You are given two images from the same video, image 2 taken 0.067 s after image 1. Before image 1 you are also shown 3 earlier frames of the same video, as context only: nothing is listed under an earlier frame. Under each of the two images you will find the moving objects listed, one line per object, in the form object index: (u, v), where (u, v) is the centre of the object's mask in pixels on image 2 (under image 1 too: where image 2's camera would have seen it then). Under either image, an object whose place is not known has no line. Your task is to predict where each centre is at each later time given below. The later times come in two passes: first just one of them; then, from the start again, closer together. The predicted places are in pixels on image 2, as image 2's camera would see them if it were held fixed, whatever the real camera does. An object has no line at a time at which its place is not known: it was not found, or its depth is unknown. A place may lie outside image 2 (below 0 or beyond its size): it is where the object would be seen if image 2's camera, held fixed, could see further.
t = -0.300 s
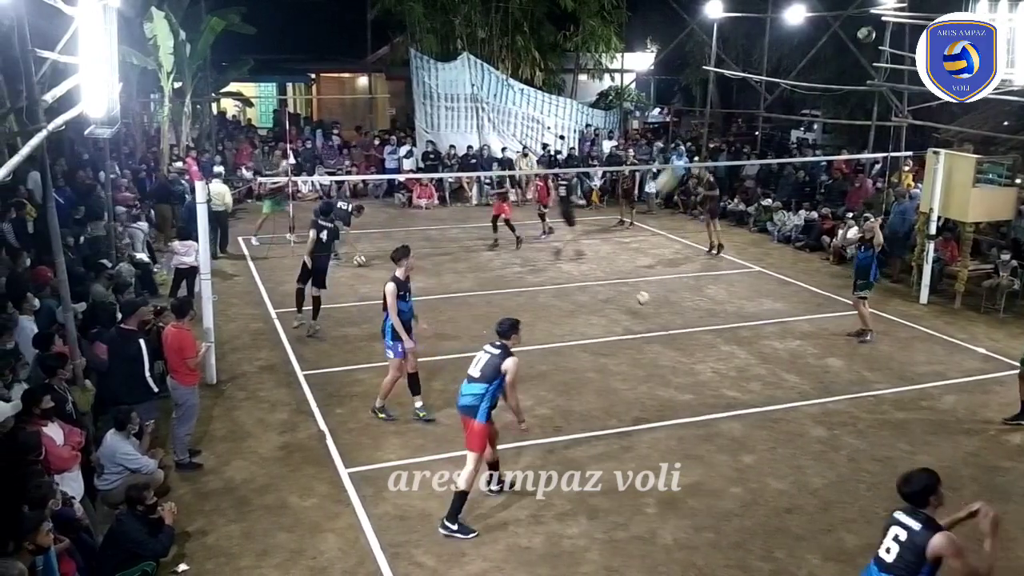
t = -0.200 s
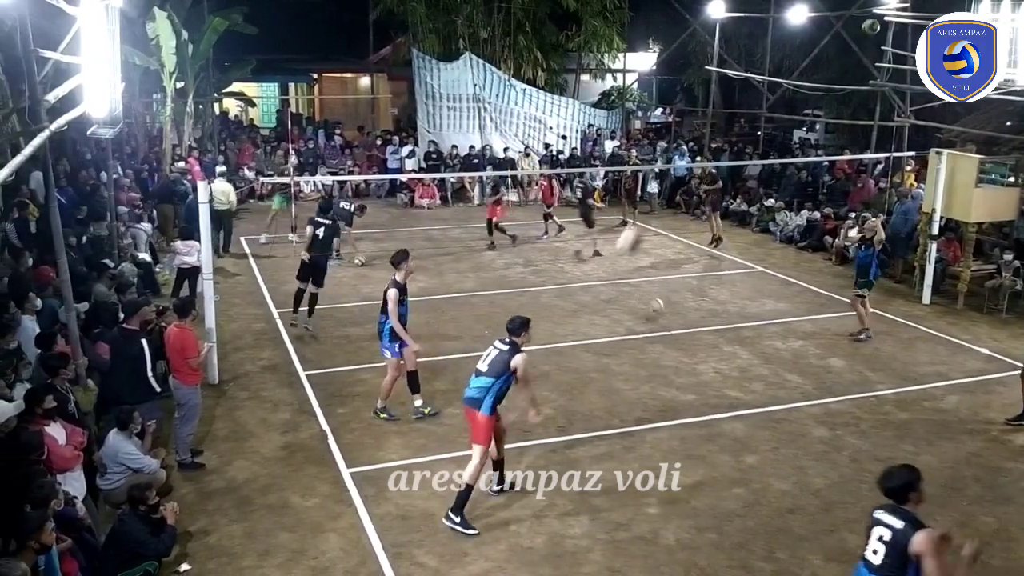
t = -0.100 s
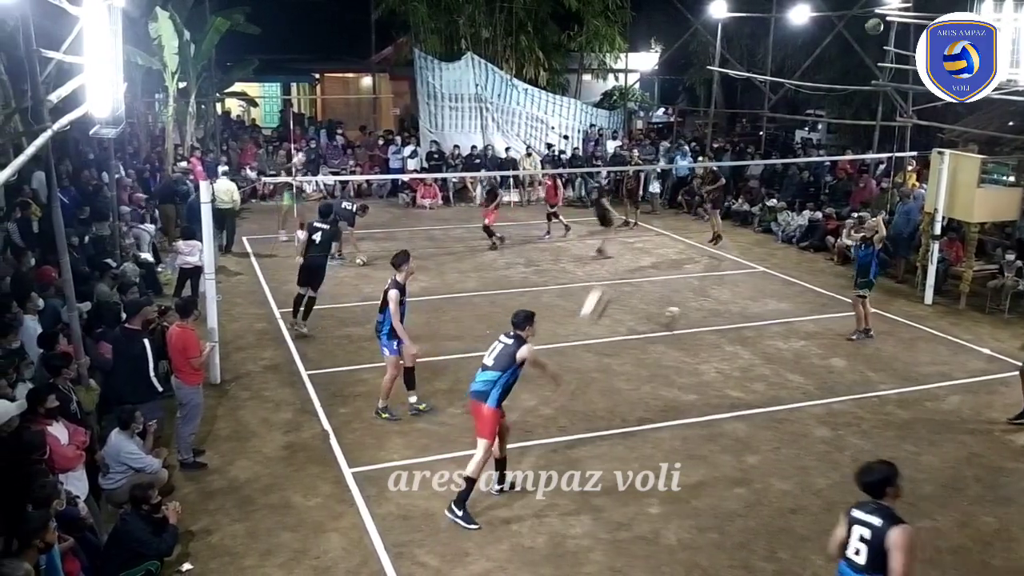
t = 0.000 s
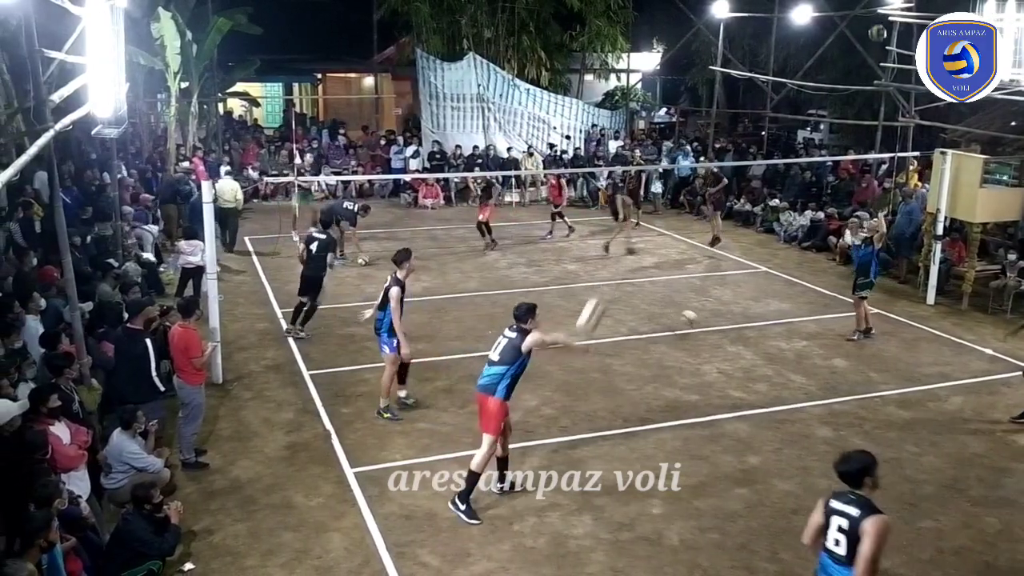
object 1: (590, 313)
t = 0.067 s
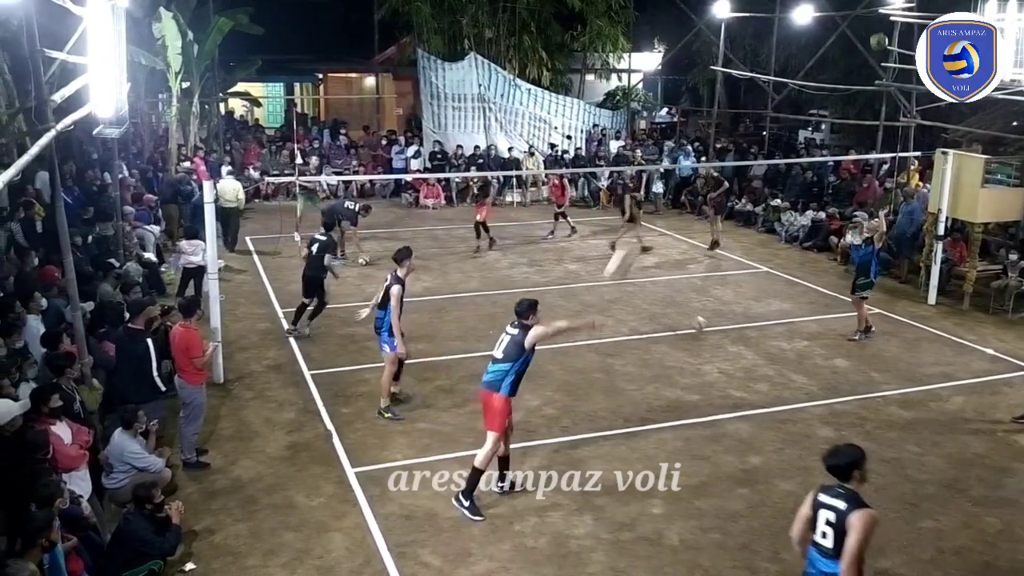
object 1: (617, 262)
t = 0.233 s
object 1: (688, 154)
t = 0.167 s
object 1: (655, 200)
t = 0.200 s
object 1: (673, 178)
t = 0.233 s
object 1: (688, 154)
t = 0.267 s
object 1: (701, 134)
